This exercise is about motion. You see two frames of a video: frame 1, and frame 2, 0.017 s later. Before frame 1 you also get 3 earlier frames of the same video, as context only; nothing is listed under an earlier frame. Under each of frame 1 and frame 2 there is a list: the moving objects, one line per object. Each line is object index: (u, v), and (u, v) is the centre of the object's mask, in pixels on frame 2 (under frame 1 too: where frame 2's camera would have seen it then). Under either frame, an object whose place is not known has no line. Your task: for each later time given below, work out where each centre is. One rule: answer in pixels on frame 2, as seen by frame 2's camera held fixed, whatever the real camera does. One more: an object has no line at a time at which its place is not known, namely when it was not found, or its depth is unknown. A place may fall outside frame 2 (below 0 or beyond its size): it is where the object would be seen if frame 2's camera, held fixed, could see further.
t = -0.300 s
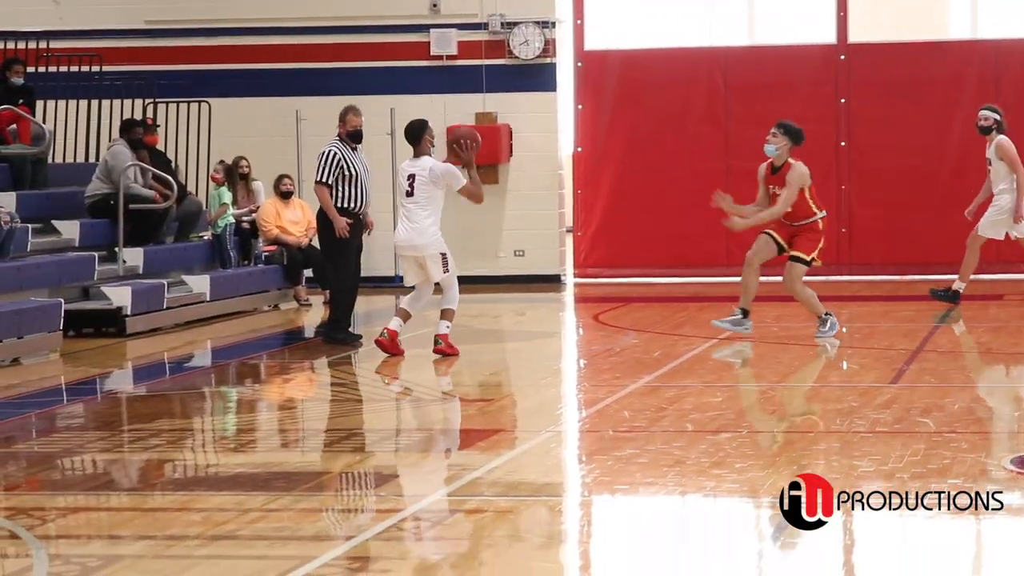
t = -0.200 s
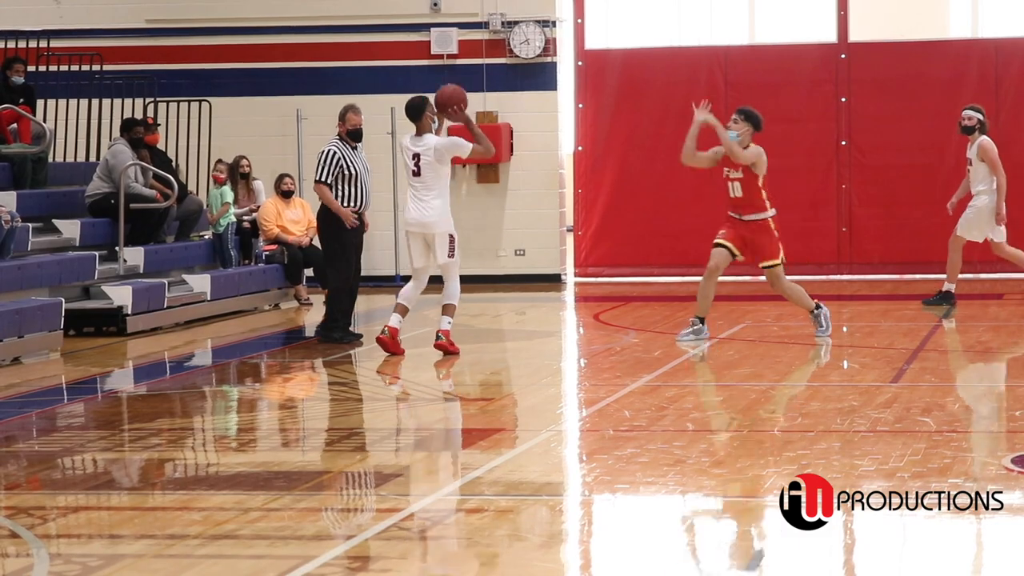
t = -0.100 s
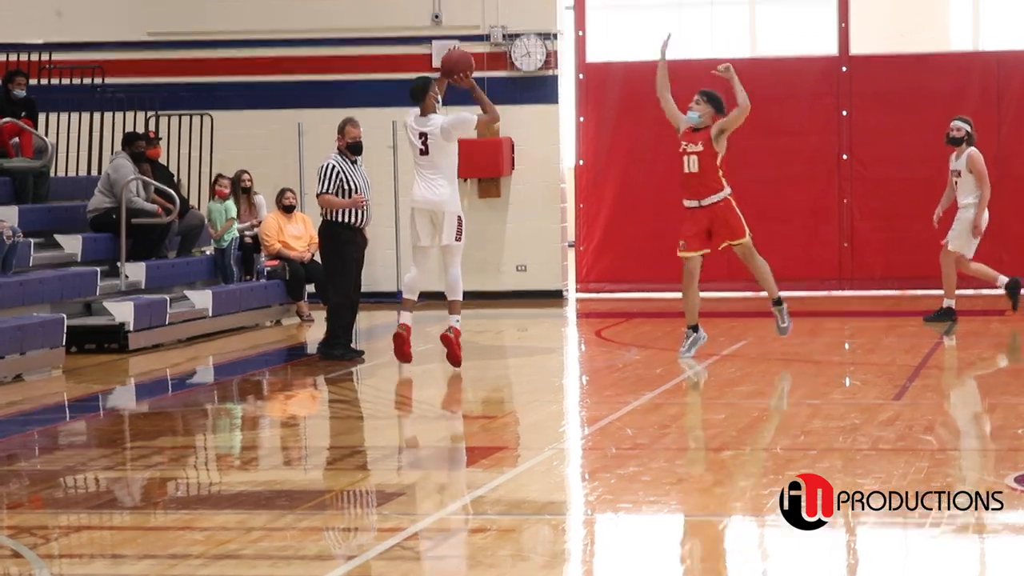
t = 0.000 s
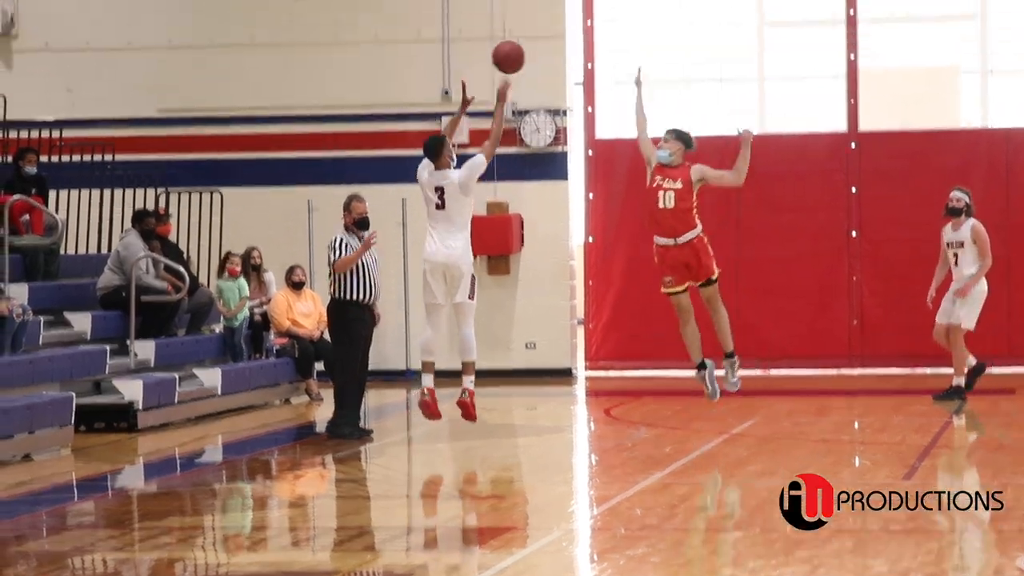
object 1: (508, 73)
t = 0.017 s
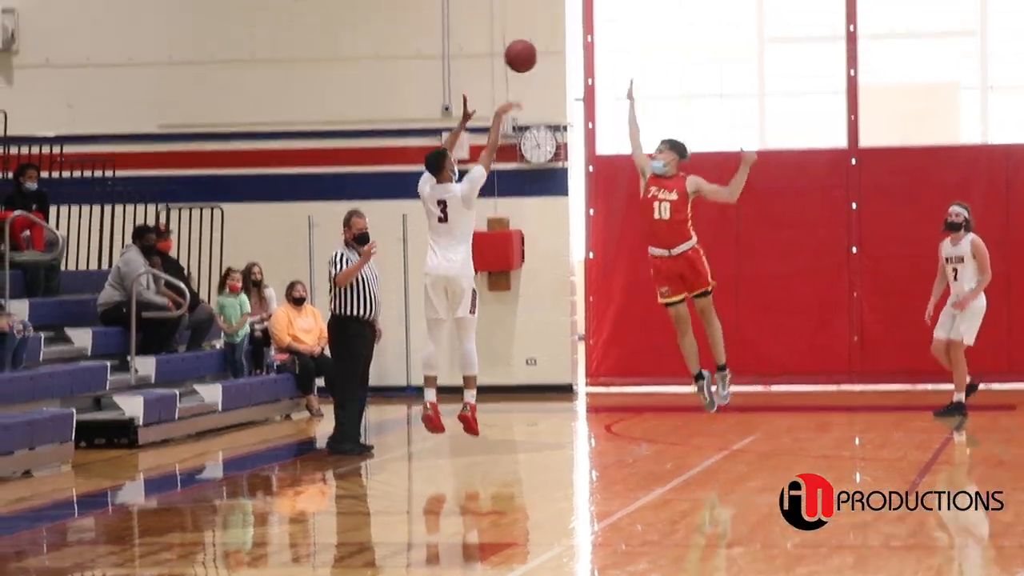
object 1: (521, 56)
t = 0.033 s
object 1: (533, 39)
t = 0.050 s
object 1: (545, 22)
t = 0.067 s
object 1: (557, 6)
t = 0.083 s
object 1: (569, -11)
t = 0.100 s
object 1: (585, -26)
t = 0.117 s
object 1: (598, -42)
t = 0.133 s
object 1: (609, -56)
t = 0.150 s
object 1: (621, -70)
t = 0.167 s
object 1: (633, -83)
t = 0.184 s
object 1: (644, -96)
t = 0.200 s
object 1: (657, -109)
